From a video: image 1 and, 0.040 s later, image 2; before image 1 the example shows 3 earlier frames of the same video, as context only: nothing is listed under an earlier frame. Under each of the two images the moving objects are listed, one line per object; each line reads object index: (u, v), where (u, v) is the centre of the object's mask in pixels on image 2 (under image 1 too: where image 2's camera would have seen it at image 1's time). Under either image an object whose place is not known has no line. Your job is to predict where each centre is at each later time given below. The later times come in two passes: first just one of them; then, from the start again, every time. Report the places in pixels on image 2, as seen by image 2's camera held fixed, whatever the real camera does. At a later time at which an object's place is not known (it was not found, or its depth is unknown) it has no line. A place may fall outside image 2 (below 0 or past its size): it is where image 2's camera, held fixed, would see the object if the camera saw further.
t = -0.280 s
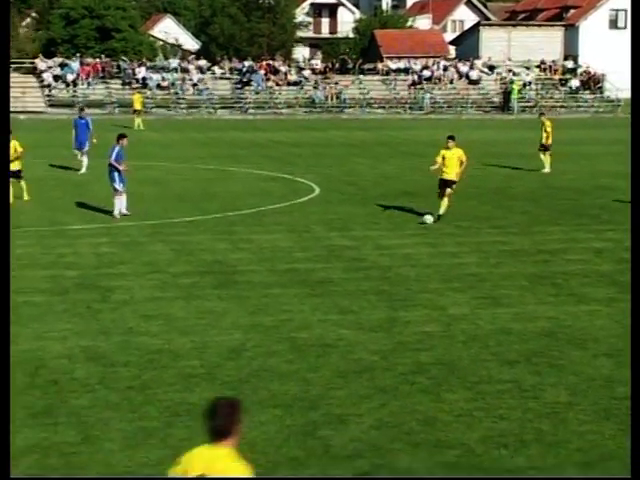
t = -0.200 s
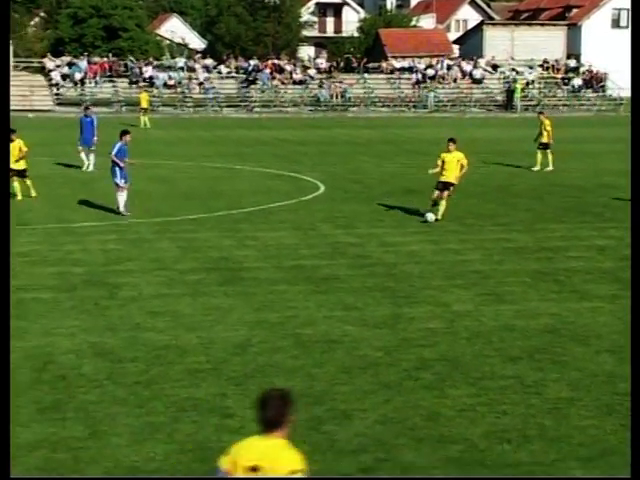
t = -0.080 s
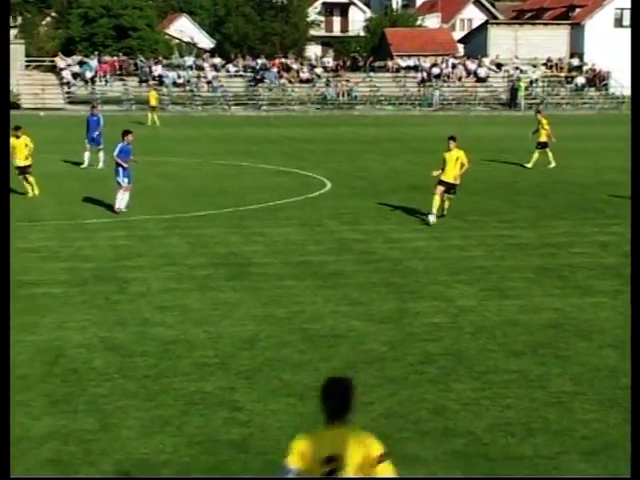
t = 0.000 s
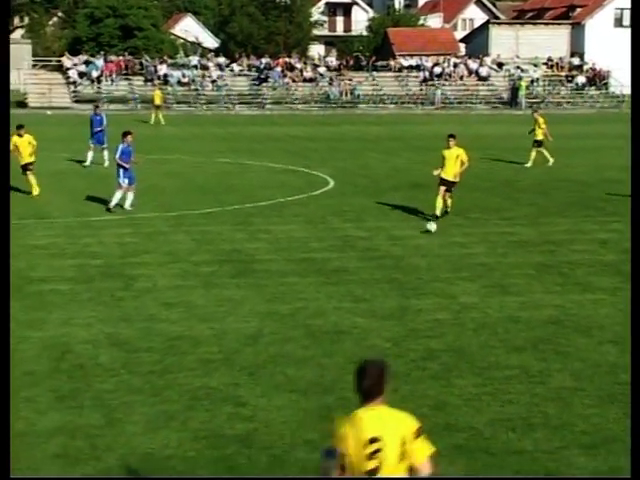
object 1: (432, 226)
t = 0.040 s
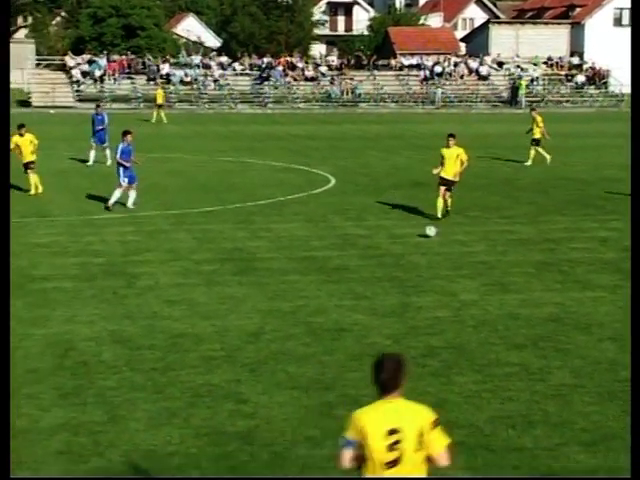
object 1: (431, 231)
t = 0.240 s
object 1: (425, 261)
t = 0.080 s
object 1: (429, 239)
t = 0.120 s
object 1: (428, 245)
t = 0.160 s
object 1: (427, 250)
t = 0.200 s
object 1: (426, 255)
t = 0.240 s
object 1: (425, 261)
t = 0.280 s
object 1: (424, 270)
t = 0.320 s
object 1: (423, 277)
